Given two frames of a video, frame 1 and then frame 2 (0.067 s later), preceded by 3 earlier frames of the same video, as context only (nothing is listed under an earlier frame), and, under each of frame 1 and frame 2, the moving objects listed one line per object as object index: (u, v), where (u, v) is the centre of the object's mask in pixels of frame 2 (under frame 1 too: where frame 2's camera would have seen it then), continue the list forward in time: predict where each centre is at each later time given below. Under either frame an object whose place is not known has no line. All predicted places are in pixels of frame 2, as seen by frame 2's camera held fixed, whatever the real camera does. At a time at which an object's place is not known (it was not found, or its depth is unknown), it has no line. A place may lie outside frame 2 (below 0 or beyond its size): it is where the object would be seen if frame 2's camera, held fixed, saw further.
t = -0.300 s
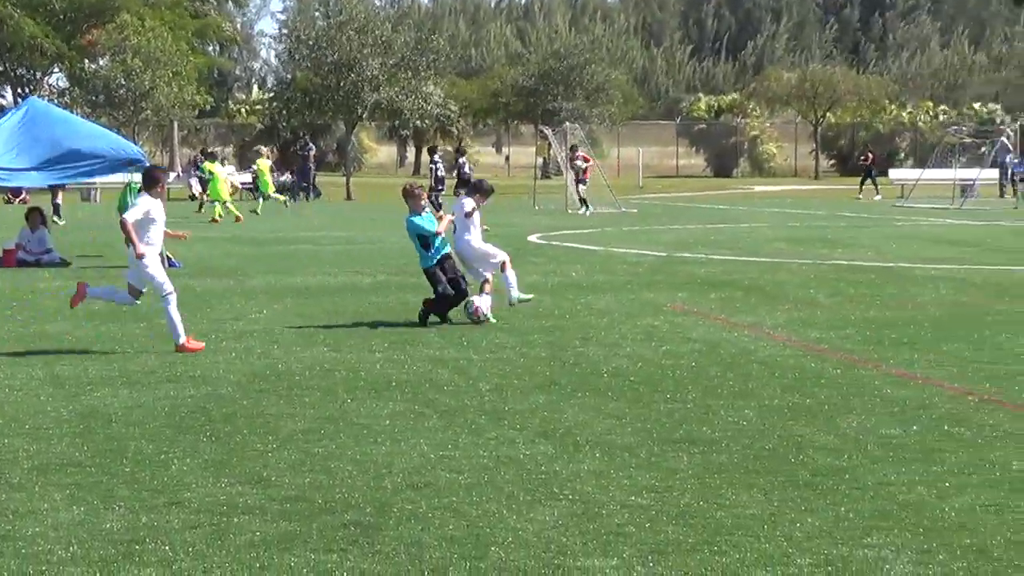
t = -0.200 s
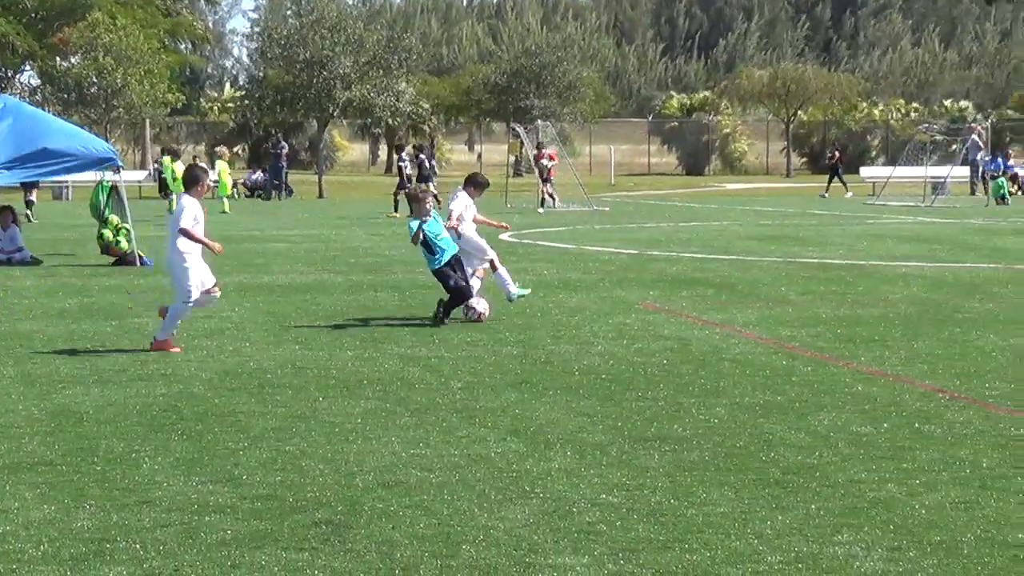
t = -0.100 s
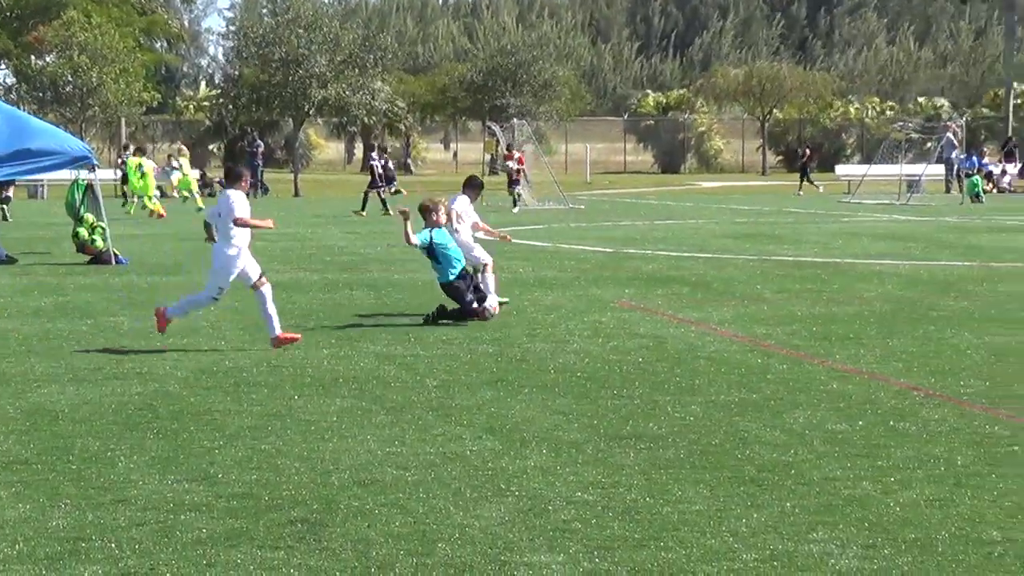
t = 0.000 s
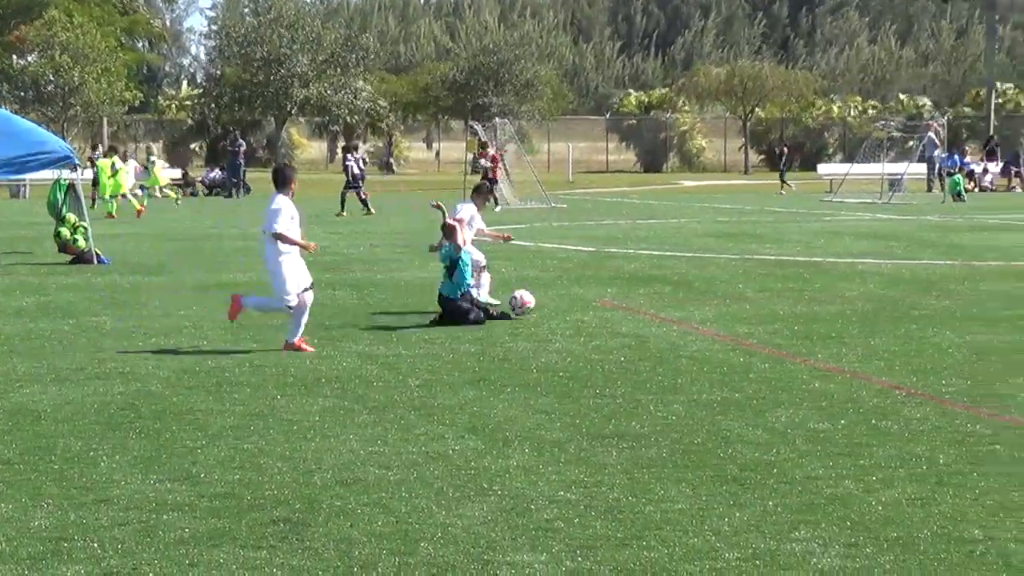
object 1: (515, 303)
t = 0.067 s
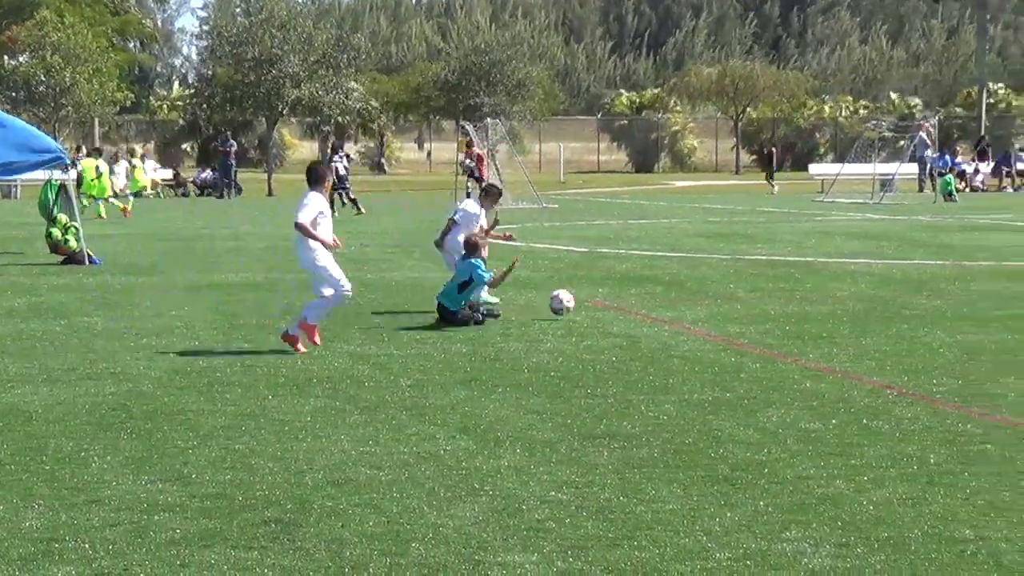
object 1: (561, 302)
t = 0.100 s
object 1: (585, 305)
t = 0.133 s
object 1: (607, 308)
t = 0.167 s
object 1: (628, 307)
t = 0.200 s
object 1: (646, 306)
